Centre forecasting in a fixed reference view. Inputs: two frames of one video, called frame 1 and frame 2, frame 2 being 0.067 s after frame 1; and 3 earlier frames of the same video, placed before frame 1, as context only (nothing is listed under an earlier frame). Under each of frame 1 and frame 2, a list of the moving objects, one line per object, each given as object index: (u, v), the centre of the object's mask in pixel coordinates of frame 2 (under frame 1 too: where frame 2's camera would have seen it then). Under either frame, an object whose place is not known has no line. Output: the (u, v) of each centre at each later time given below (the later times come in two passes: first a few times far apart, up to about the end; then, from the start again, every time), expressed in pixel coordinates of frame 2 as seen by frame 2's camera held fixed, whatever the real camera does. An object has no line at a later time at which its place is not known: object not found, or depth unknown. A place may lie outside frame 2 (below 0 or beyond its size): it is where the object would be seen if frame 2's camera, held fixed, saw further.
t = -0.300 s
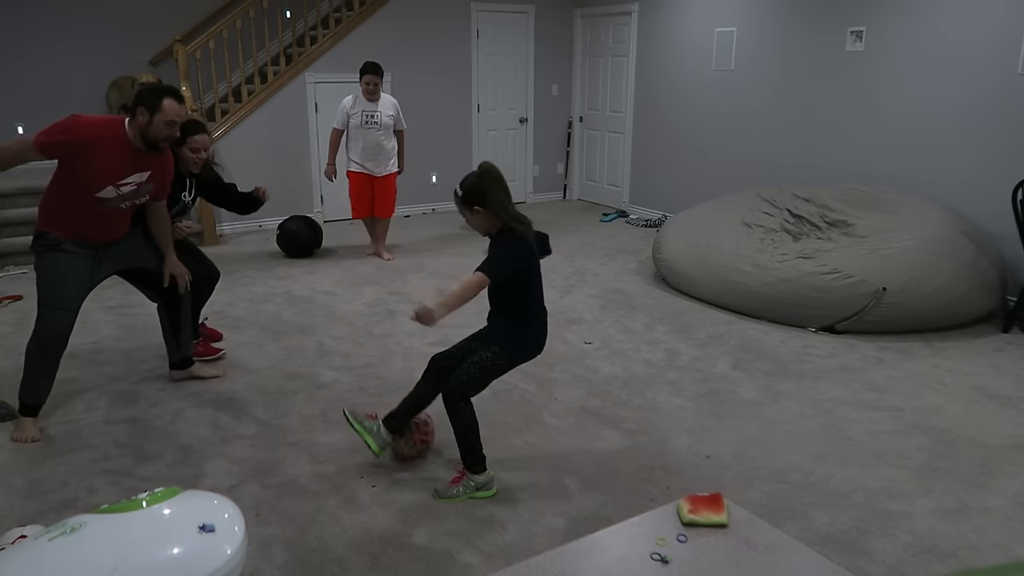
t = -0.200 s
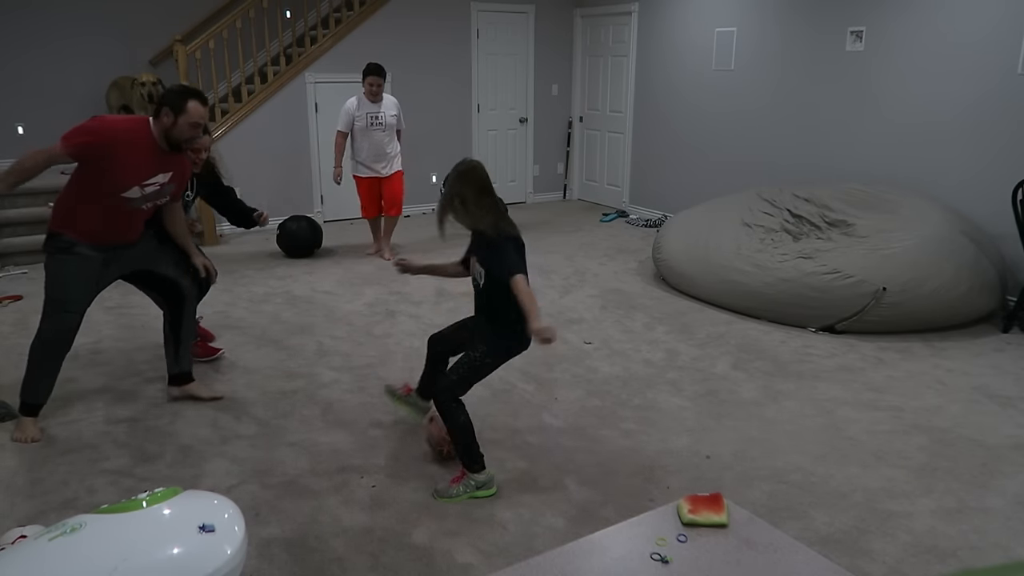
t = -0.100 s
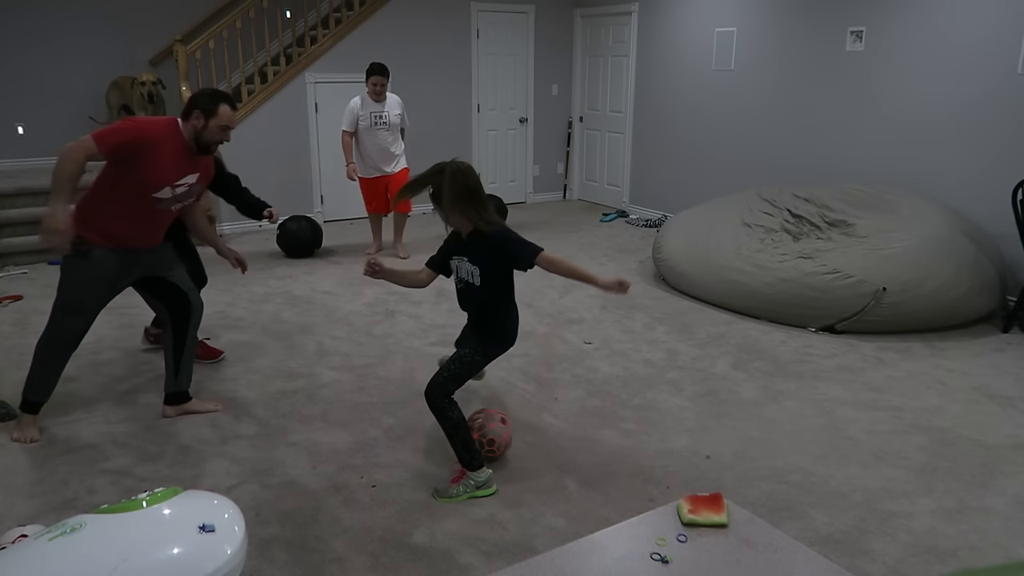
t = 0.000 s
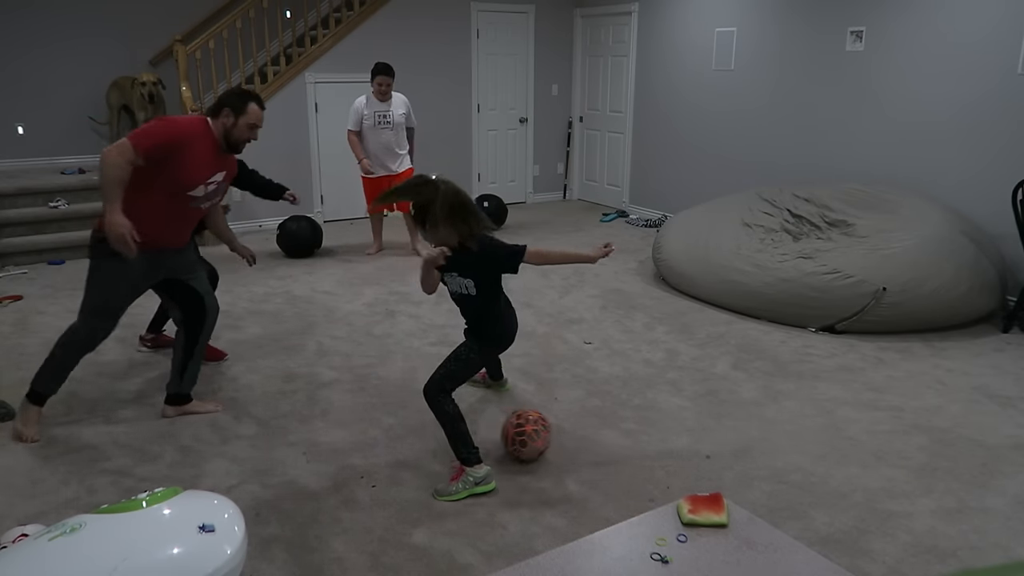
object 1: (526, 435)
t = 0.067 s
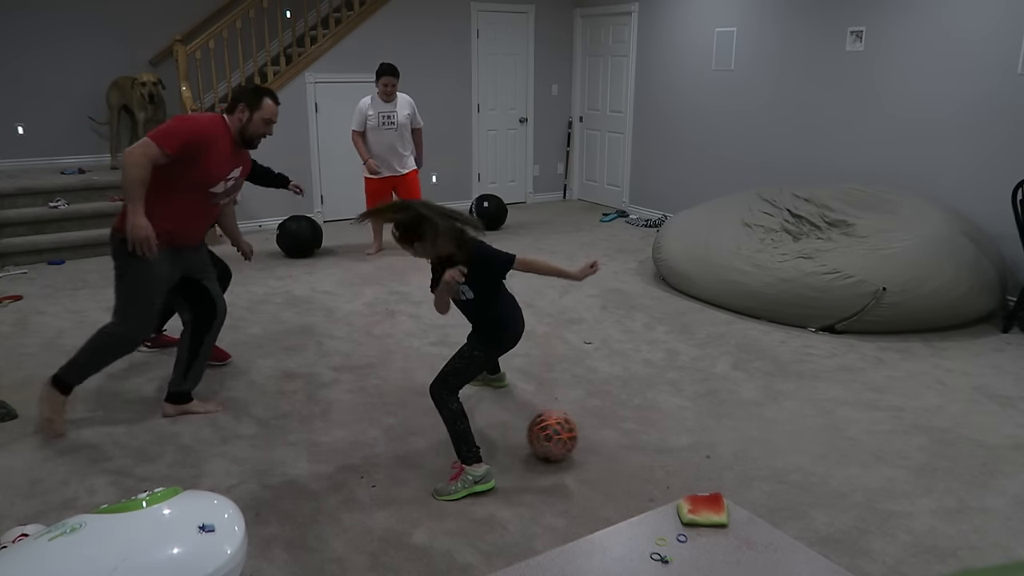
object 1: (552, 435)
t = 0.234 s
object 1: (616, 436)
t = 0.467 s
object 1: (701, 438)
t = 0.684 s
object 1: (779, 440)
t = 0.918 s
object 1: (861, 443)
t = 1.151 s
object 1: (943, 445)
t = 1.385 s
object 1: (1008, 447)
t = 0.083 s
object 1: (559, 436)
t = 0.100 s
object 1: (565, 436)
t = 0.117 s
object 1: (571, 437)
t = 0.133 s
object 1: (578, 436)
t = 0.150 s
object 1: (585, 436)
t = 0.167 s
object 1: (591, 436)
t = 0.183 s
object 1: (597, 436)
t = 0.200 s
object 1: (604, 436)
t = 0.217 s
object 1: (610, 436)
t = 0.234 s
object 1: (616, 436)
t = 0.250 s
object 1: (622, 436)
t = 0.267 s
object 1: (628, 437)
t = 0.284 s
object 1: (634, 437)
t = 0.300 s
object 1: (641, 437)
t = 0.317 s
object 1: (646, 437)
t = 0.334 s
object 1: (652, 437)
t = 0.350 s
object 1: (658, 437)
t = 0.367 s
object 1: (665, 438)
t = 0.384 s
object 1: (670, 437)
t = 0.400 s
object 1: (677, 437)
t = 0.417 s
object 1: (683, 438)
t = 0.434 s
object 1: (688, 437)
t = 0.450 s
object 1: (695, 438)
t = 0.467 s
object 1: (701, 438)
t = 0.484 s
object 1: (707, 438)
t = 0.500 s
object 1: (713, 438)
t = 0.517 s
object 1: (718, 439)
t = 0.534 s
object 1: (724, 438)
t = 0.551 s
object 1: (730, 439)
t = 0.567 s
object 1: (737, 439)
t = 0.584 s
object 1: (743, 439)
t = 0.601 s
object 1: (749, 440)
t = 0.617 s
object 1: (755, 440)
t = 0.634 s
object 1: (761, 439)
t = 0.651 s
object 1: (767, 439)
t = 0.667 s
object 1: (773, 440)
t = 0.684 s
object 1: (779, 440)
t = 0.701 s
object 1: (785, 440)
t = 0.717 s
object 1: (791, 440)
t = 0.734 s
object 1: (797, 440)
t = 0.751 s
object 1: (803, 441)
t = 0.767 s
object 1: (809, 441)
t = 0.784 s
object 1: (814, 441)
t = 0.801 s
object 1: (820, 441)
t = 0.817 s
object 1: (826, 441)
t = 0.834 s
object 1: (832, 441)
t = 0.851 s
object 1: (837, 442)
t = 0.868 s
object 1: (844, 442)
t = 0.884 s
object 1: (849, 442)
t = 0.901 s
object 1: (855, 442)
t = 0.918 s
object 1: (861, 443)
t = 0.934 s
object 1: (867, 443)
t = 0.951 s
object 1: (873, 443)
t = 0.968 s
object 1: (879, 443)
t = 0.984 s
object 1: (885, 443)
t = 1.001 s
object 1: (891, 443)
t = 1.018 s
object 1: (897, 443)
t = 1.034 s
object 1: (903, 443)
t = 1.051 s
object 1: (908, 443)
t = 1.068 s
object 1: (914, 444)
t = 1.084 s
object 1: (920, 444)
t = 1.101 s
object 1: (925, 444)
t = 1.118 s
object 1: (931, 444)
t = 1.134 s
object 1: (937, 444)
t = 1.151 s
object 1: (943, 445)
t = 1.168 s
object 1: (948, 445)
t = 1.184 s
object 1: (954, 445)
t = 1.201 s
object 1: (960, 445)
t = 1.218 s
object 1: (965, 446)
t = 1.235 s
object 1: (971, 446)
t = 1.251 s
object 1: (976, 446)
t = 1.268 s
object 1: (982, 446)
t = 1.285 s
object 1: (987, 446)
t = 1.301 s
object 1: (993, 447)
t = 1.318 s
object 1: (997, 446)
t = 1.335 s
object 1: (1000, 447)
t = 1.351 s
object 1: (1003, 446)
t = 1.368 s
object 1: (1006, 446)
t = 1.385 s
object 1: (1008, 447)
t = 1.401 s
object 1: (1011, 447)
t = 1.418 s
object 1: (1013, 446)
